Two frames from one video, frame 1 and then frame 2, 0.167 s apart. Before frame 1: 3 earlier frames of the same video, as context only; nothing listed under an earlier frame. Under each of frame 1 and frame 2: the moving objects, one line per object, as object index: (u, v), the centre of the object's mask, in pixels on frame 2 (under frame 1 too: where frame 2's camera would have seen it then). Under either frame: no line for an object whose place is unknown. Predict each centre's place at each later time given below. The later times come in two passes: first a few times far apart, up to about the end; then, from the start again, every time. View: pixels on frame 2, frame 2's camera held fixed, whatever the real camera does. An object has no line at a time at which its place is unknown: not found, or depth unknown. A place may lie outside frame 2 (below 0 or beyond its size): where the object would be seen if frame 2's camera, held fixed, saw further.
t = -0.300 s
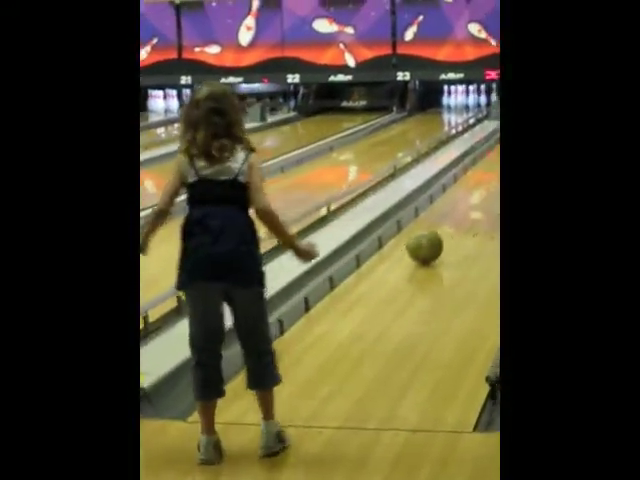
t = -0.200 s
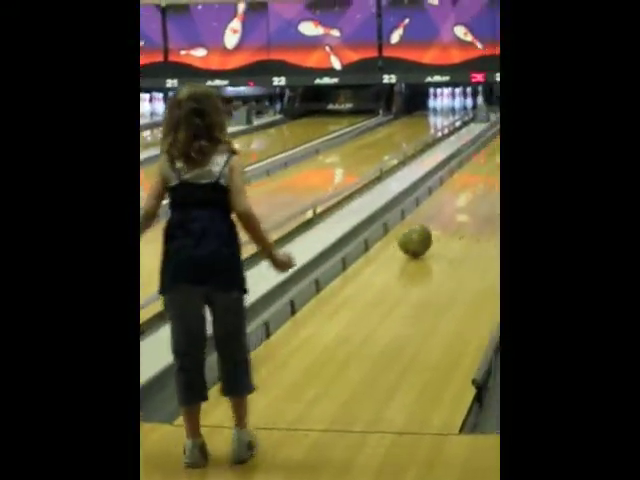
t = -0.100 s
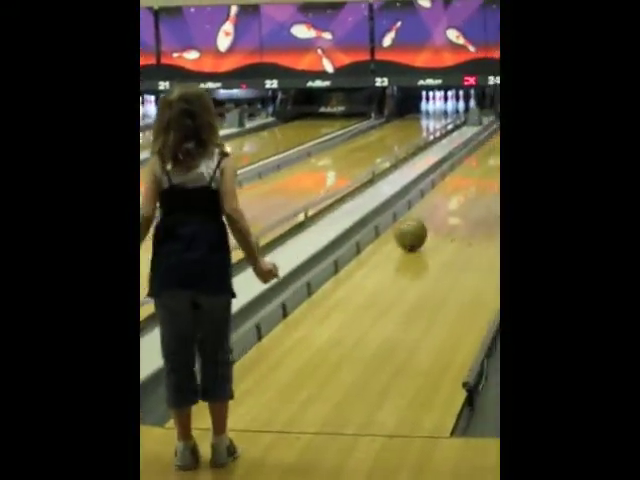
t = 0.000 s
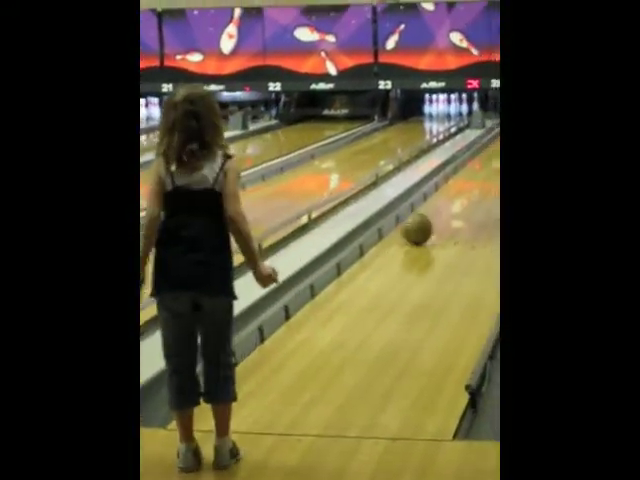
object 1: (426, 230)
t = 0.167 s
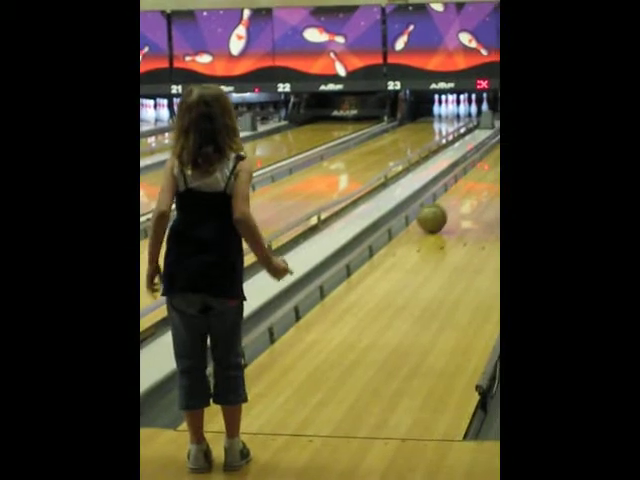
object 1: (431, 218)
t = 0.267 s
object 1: (434, 212)
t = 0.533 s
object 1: (440, 198)
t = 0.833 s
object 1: (456, 184)
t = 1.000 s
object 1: (463, 178)
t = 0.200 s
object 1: (432, 216)
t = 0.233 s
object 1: (434, 214)
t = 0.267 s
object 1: (434, 212)
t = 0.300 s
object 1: (436, 211)
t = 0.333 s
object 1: (436, 208)
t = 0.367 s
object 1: (437, 206)
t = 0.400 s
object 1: (437, 204)
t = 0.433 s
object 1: (438, 203)
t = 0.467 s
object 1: (439, 201)
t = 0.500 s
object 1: (440, 199)
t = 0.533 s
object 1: (440, 198)
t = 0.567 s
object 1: (441, 196)
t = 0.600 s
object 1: (441, 195)
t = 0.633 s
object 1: (442, 193)
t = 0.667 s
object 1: (444, 192)
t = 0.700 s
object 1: (446, 190)
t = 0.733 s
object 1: (449, 188)
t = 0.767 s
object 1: (451, 187)
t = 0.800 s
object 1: (454, 186)
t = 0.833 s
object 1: (456, 184)
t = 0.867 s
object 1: (458, 183)
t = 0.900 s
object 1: (460, 182)
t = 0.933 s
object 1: (461, 180)
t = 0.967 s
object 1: (463, 179)
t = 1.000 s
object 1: (463, 178)
